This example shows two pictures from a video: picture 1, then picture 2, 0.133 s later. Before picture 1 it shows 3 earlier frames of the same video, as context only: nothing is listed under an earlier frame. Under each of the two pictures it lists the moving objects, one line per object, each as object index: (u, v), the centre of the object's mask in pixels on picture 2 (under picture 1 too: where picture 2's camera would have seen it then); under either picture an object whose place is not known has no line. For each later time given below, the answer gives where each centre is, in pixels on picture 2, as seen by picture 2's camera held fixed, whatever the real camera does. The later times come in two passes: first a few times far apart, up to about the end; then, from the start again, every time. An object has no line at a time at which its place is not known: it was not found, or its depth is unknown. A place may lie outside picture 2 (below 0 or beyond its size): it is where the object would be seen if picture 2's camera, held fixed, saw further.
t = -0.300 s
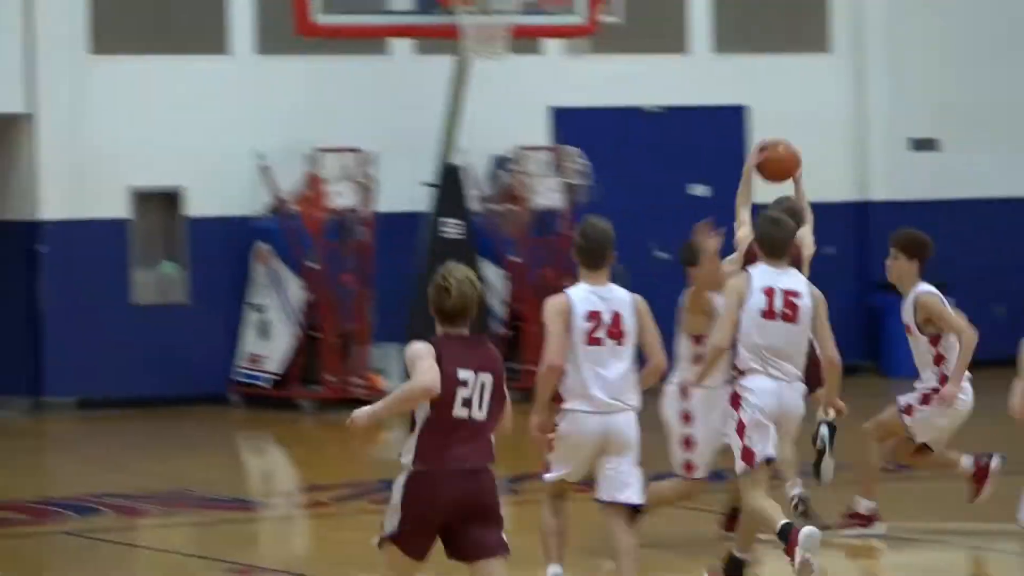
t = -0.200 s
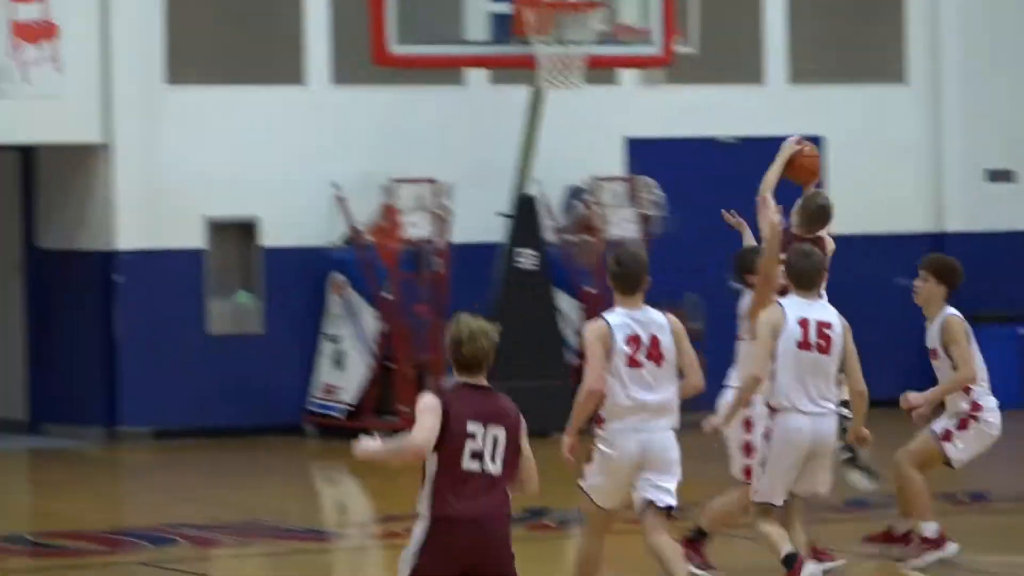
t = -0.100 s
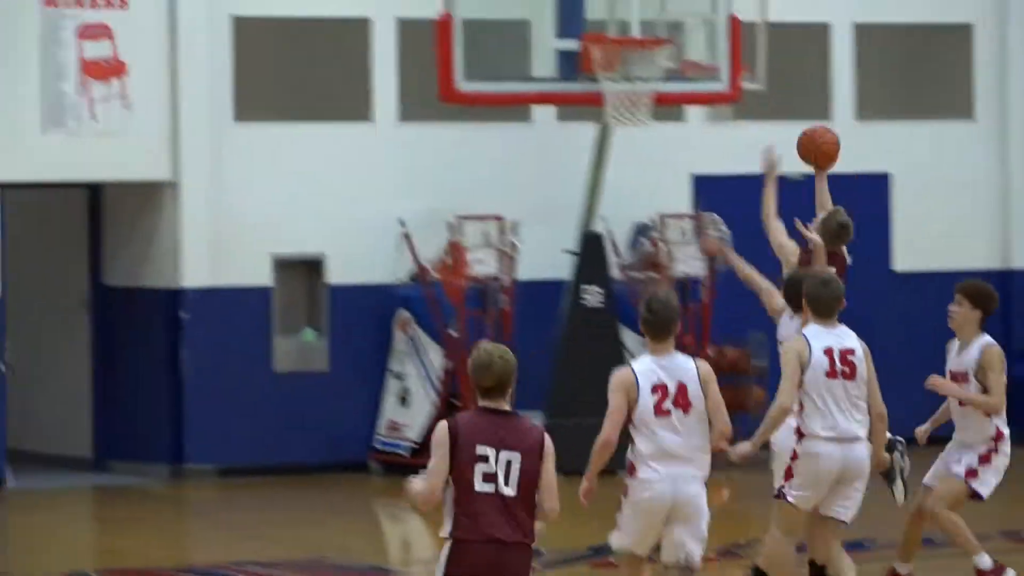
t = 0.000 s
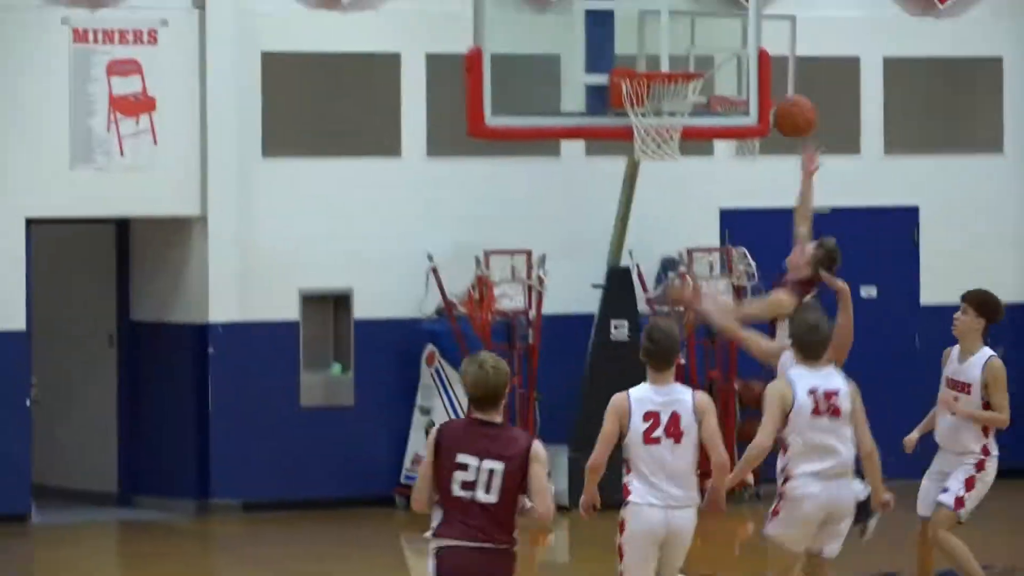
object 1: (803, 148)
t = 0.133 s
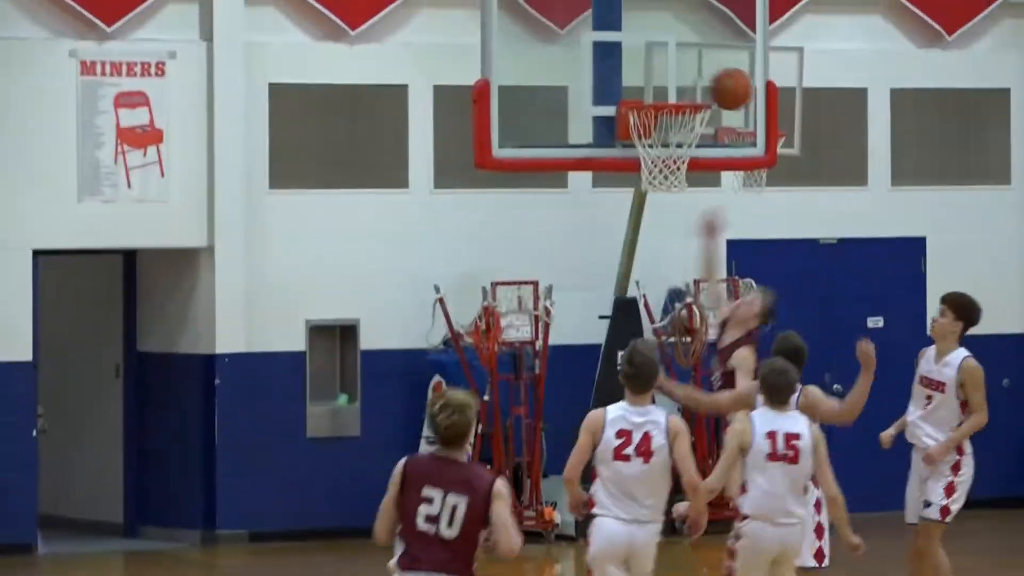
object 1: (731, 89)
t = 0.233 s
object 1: (680, 66)
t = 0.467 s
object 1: (634, 76)
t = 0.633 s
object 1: (634, 62)
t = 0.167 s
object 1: (714, 79)
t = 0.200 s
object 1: (698, 72)
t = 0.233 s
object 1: (680, 66)
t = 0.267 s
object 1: (662, 63)
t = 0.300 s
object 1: (650, 61)
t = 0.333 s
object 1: (647, 60)
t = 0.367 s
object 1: (644, 61)
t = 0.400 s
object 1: (641, 63)
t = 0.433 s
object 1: (637, 68)
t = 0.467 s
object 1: (634, 76)
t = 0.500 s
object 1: (632, 83)
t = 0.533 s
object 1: (631, 79)
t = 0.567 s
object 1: (632, 71)
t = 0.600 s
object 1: (633, 66)
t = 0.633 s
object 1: (634, 62)
